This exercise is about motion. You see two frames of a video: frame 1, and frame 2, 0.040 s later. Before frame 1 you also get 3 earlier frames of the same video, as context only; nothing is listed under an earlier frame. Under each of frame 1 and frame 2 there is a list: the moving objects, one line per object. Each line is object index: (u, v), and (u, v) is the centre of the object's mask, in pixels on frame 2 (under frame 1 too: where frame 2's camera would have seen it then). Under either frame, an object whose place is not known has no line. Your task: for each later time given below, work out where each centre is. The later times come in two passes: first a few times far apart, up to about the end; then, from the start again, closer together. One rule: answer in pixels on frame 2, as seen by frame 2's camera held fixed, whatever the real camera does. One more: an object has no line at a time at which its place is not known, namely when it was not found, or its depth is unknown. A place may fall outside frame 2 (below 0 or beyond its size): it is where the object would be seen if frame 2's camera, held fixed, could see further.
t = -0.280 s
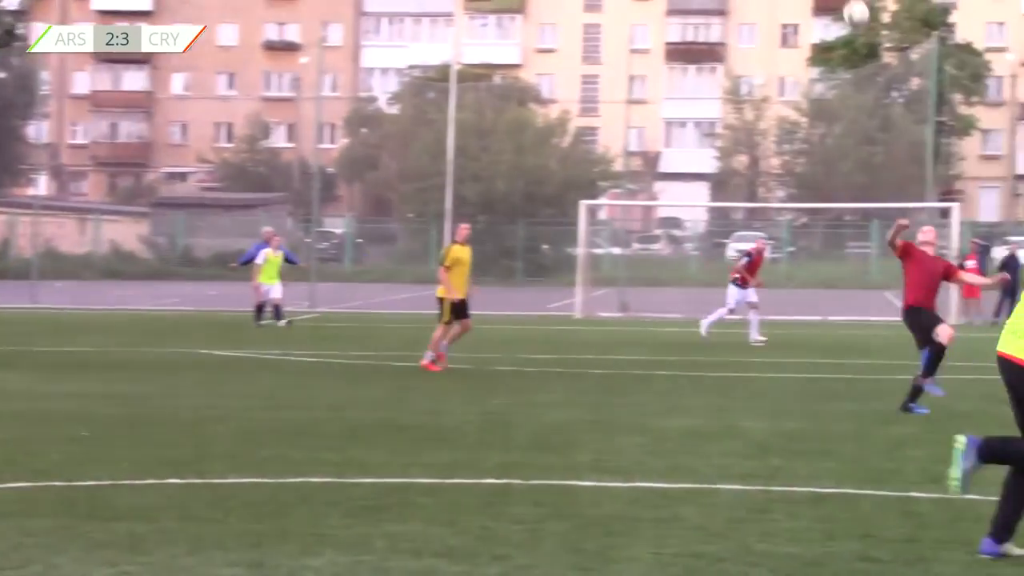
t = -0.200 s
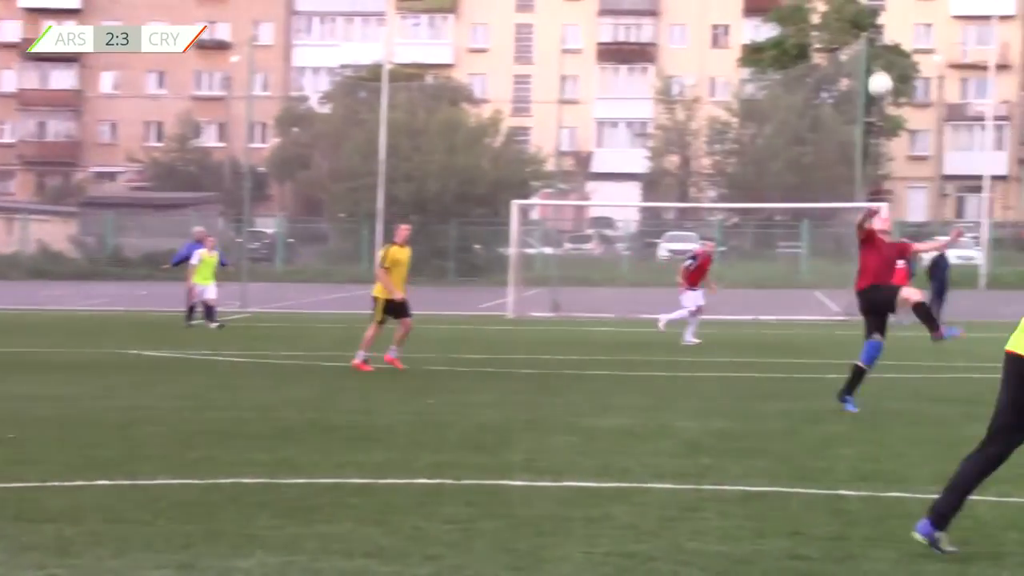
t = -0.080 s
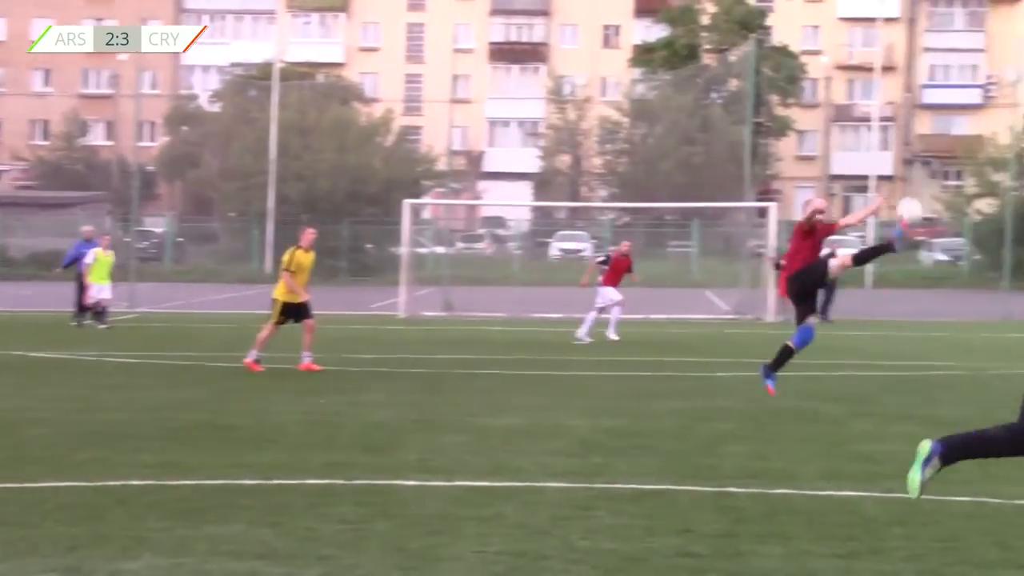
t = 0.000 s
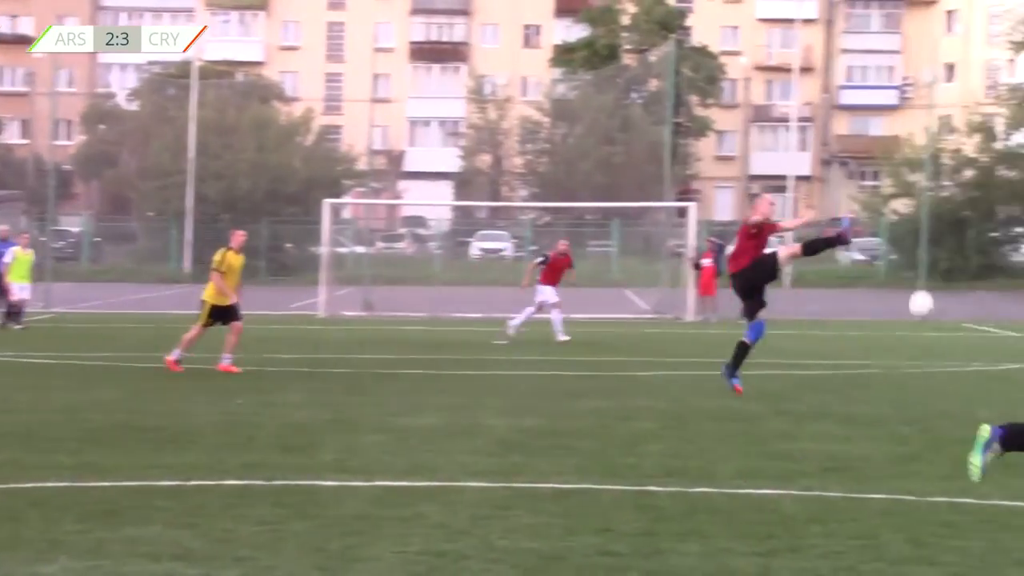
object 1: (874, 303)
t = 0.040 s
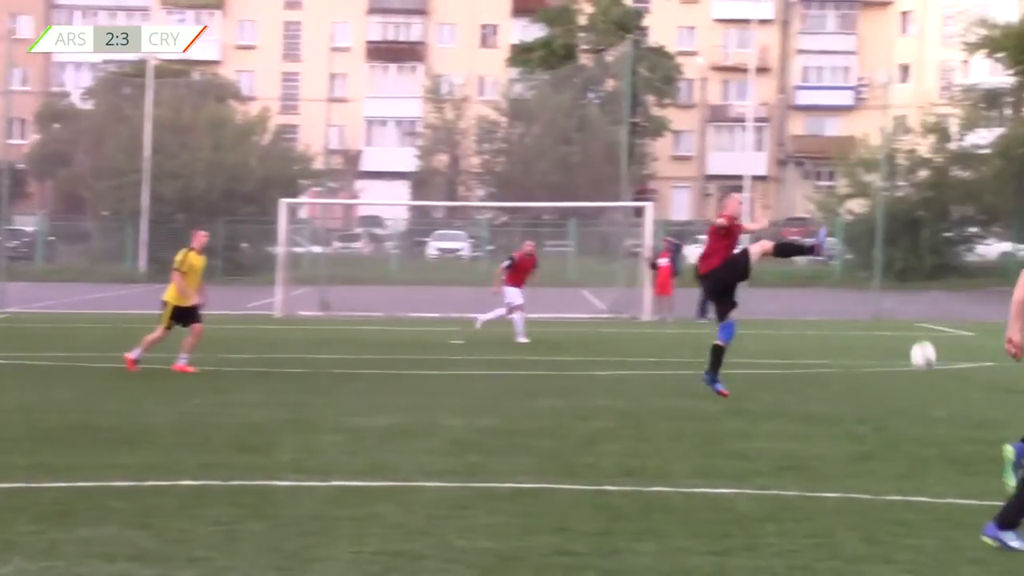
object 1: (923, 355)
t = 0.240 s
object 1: (1090, 286)
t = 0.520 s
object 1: (1318, 120)
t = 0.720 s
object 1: (1505, 53)
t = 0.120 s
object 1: (1001, 381)
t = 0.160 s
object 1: (1033, 348)
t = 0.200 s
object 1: (1059, 316)
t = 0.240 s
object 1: (1090, 286)
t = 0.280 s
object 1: (1120, 258)
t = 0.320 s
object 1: (1151, 232)
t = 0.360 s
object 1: (1183, 207)
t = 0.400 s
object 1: (1216, 184)
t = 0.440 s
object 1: (1249, 160)
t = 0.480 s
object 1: (1283, 140)
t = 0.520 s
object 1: (1318, 120)
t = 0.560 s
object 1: (1354, 103)
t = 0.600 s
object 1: (1391, 88)
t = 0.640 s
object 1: (1429, 74)
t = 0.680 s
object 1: (1466, 63)
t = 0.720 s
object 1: (1505, 53)
